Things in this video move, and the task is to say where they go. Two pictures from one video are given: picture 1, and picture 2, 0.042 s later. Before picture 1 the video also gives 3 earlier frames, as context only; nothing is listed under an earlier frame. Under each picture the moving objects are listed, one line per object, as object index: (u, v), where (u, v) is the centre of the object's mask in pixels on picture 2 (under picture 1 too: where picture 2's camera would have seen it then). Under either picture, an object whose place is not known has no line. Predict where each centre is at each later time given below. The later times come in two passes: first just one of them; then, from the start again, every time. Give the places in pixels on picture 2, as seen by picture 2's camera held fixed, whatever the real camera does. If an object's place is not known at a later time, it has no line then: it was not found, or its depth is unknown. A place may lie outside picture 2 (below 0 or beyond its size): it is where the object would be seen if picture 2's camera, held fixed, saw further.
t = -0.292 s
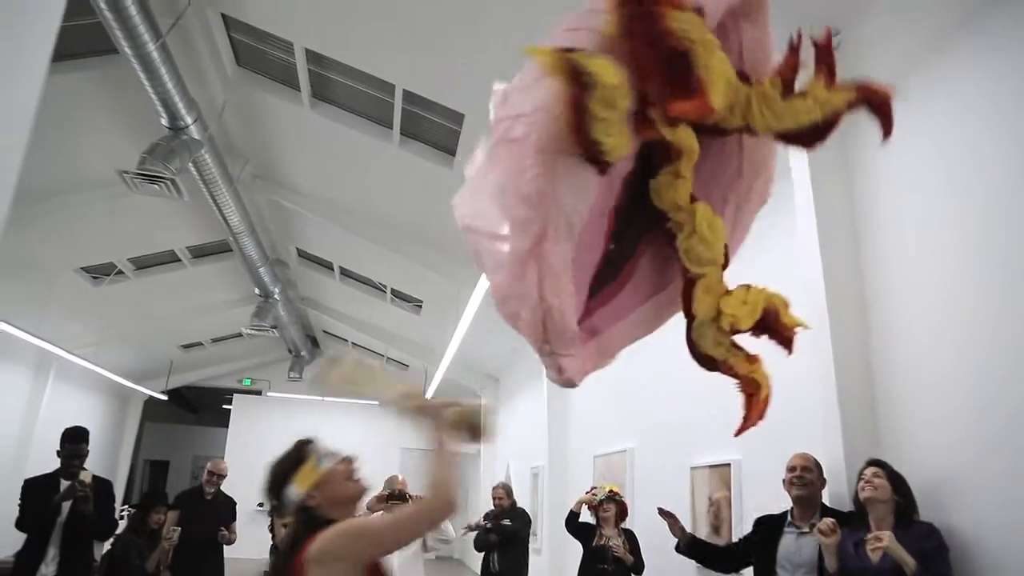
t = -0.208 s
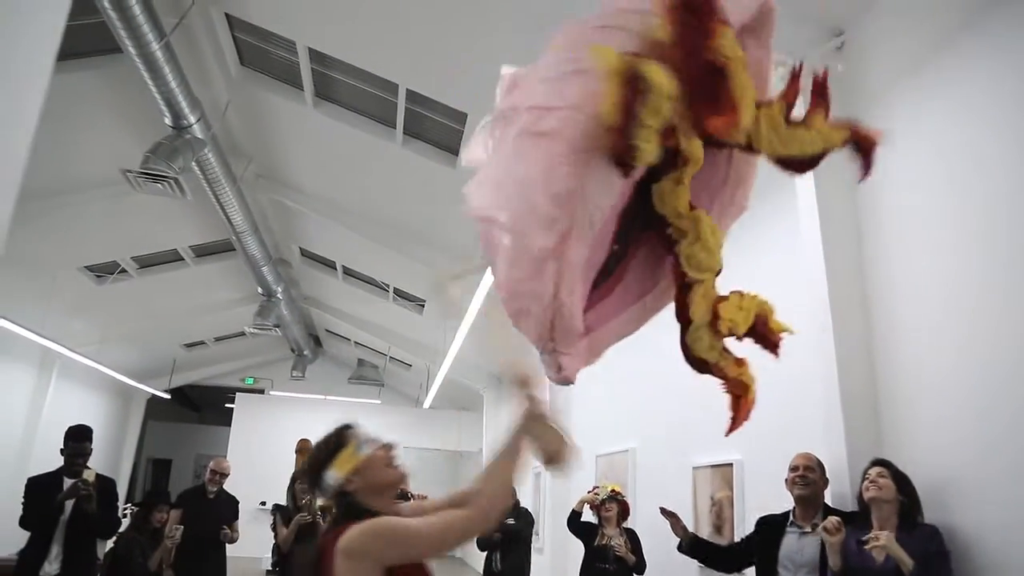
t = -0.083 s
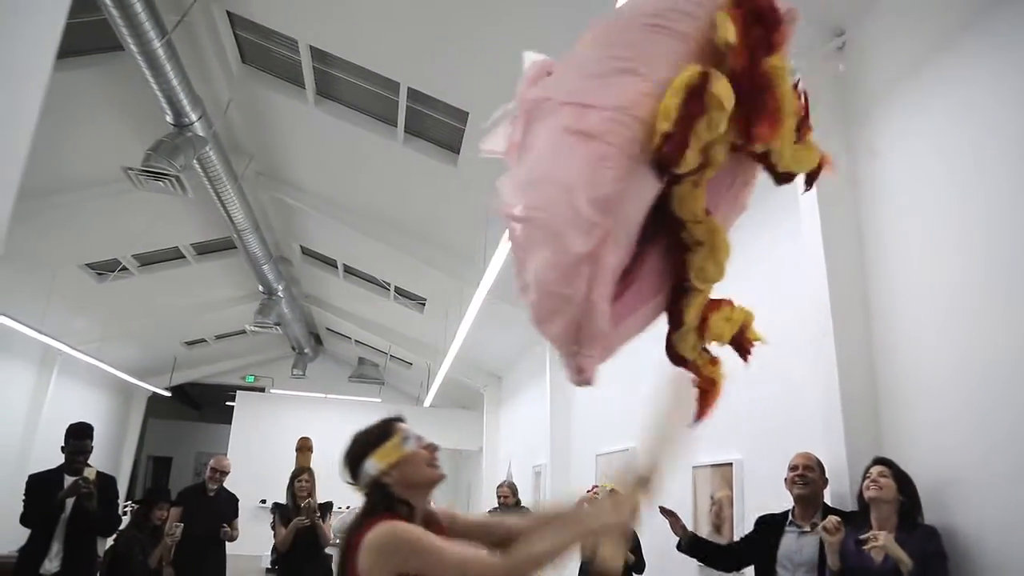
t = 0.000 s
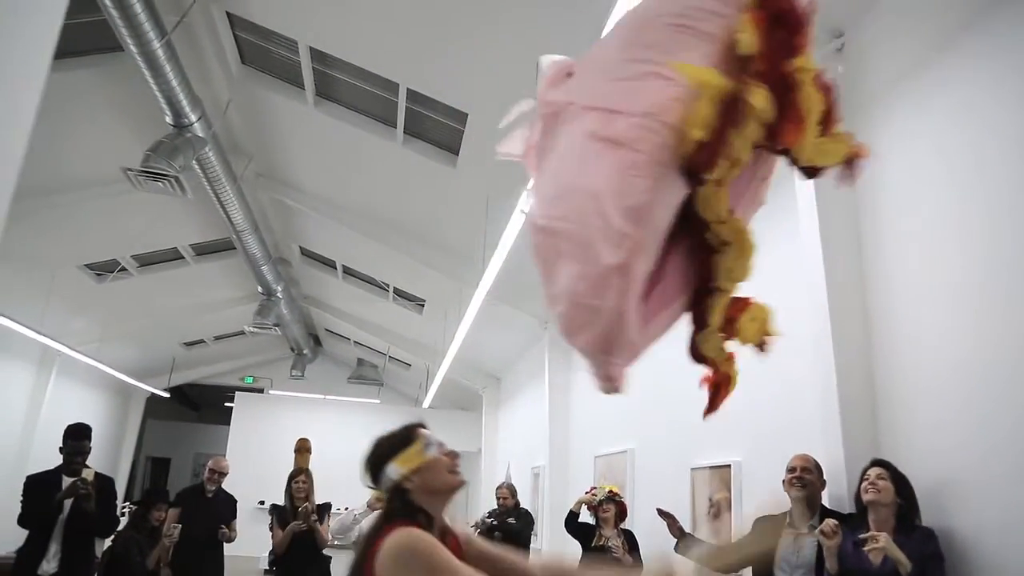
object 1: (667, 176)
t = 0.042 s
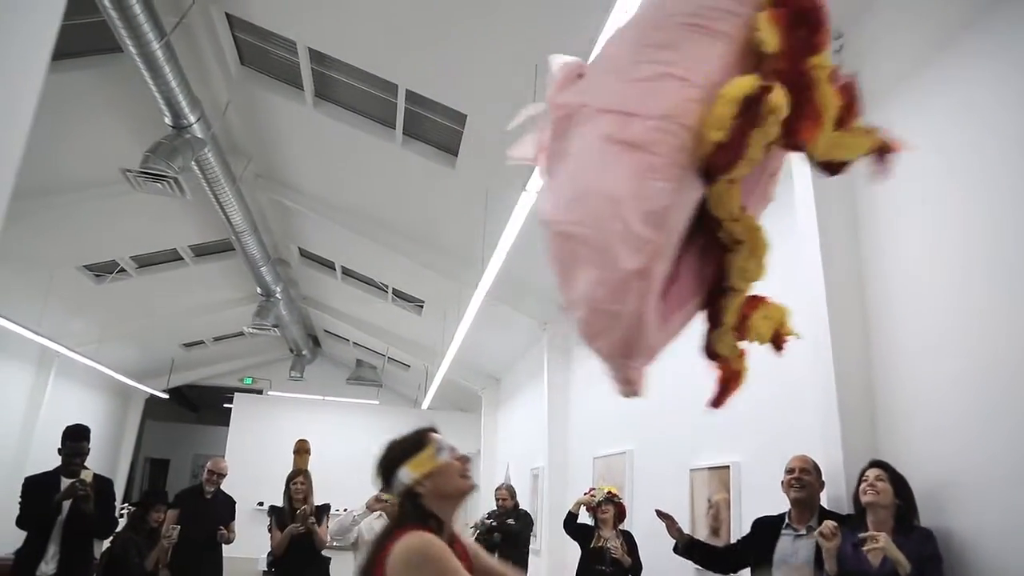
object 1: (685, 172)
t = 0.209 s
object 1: (763, 167)
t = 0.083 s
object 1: (705, 169)
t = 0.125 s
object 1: (726, 168)
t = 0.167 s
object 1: (746, 166)
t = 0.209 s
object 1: (763, 167)
